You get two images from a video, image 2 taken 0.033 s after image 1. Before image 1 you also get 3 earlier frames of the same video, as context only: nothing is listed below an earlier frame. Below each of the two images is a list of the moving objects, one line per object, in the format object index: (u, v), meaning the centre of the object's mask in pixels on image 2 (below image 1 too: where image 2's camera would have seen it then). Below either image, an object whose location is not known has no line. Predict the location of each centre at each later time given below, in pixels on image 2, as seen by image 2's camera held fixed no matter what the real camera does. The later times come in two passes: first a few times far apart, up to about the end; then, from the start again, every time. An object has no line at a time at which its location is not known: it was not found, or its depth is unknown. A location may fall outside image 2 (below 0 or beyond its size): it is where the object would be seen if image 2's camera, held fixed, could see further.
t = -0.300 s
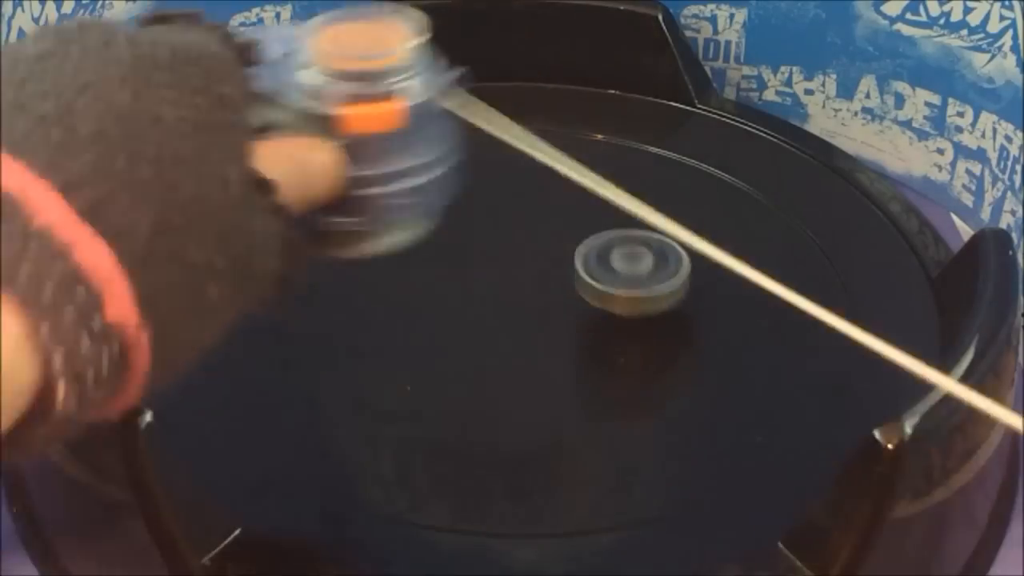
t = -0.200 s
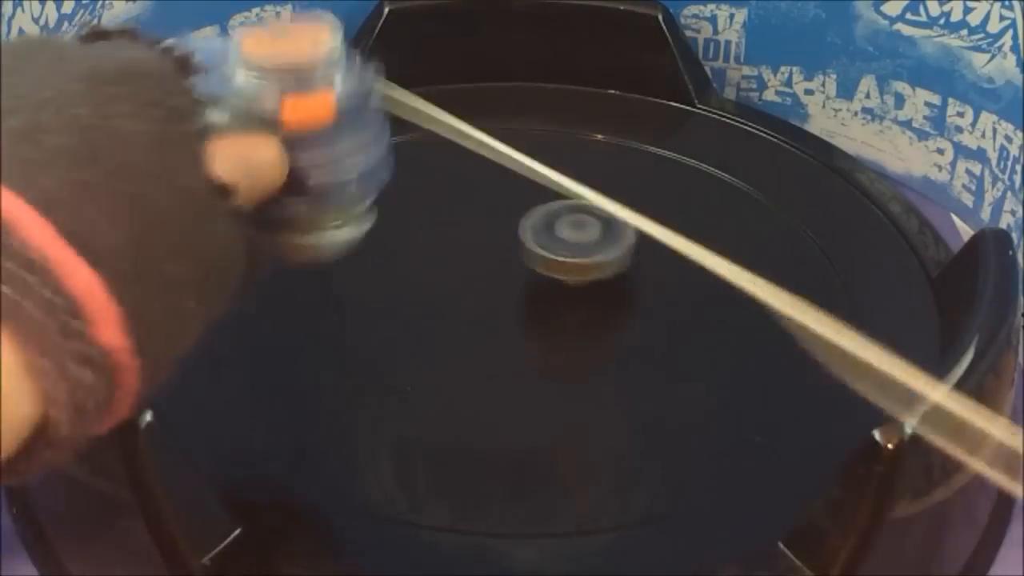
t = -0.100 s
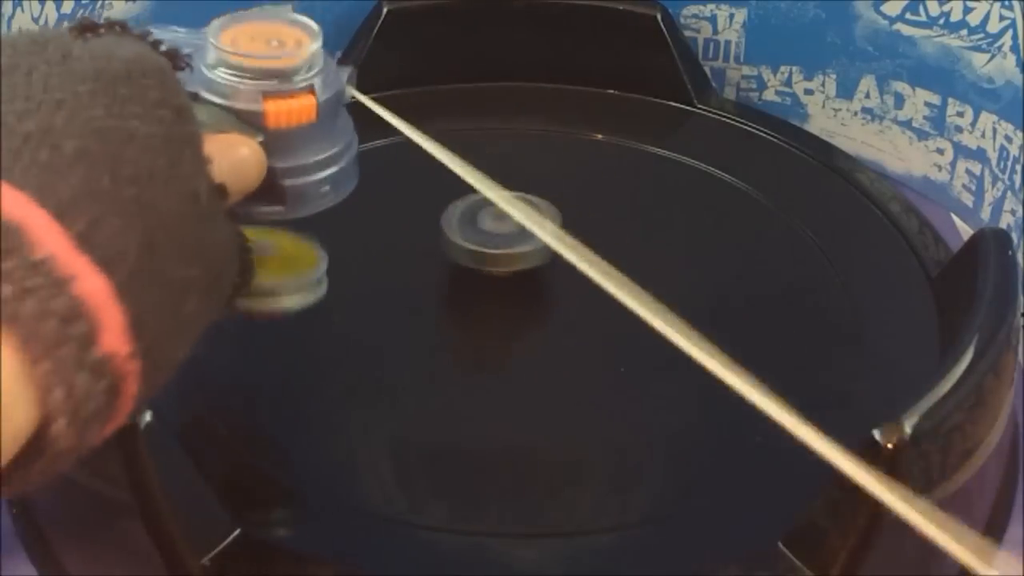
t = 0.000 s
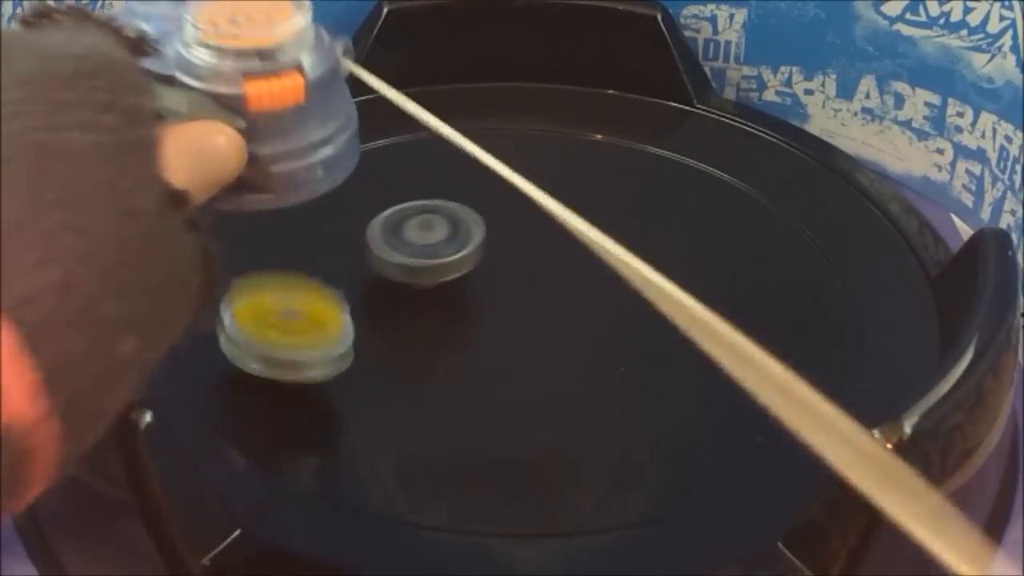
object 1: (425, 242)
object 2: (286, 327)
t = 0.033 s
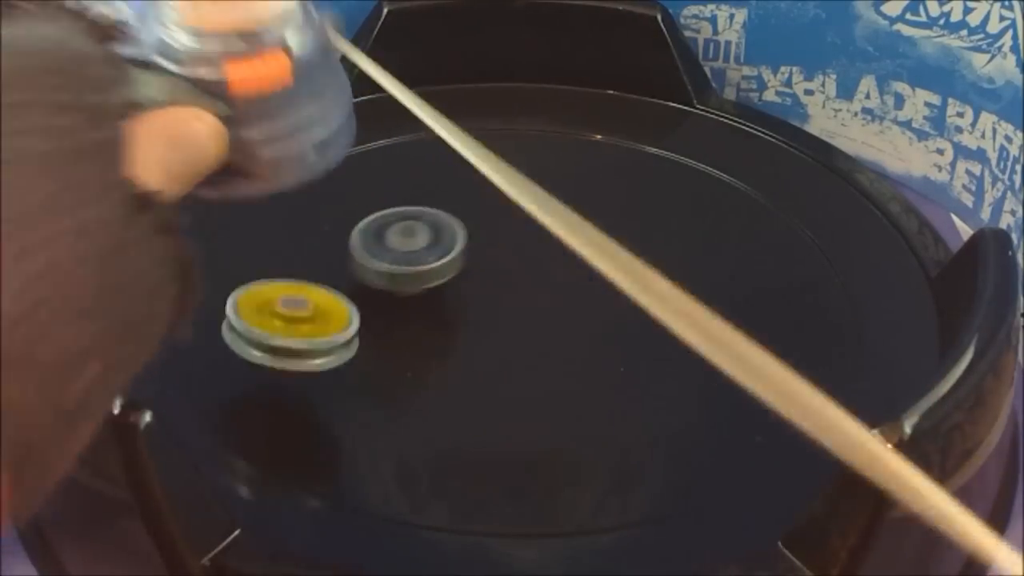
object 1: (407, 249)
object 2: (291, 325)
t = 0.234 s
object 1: (421, 317)
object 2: (343, 374)
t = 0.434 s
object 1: (596, 281)
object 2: (405, 367)
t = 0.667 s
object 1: (575, 220)
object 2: (368, 298)
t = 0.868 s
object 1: (450, 248)
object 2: (320, 291)
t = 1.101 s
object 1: (521, 312)
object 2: (342, 303)
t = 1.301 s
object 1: (630, 291)
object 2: (388, 280)
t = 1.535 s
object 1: (589, 219)
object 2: (402, 252)
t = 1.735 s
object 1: (588, 206)
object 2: (328, 253)
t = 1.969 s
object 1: (594, 230)
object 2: (389, 301)
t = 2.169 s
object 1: (592, 239)
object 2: (460, 293)
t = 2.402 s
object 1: (603, 228)
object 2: (475, 243)
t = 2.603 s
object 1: (575, 270)
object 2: (444, 268)
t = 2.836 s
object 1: (670, 325)
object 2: (517, 263)
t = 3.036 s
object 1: (688, 293)
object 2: (483, 253)
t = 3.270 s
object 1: (644, 269)
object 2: (498, 284)
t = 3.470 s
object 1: (654, 302)
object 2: (509, 308)
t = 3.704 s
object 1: (645, 302)
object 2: (505, 287)
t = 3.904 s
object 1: (645, 334)
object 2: (461, 318)
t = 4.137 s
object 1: (649, 310)
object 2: (517, 307)
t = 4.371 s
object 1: (554, 331)
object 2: (400, 303)
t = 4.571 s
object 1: (602, 372)
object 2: (419, 344)
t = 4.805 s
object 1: (642, 315)
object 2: (441, 296)
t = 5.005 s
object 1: (496, 278)
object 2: (372, 293)
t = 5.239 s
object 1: (511, 271)
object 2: (407, 362)
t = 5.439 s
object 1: (519, 247)
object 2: (506, 328)
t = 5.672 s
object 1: (475, 120)
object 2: (536, 353)
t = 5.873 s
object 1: (405, 171)
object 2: (507, 310)
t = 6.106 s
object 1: (399, 253)
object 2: (472, 349)
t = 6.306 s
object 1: (498, 260)
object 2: (565, 331)
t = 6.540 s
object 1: (519, 175)
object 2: (545, 297)
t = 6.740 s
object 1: (440, 179)
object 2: (501, 314)
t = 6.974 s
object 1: (459, 270)
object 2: (548, 336)
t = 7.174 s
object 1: (540, 253)
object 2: (628, 313)
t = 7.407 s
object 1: (511, 211)
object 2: (583, 283)
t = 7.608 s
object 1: (462, 236)
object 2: (562, 332)
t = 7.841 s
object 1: (535, 288)
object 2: (641, 347)
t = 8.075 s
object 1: (529, 246)
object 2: (637, 306)
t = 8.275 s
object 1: (492, 249)
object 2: (566, 336)
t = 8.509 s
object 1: (520, 295)
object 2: (577, 370)
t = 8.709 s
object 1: (570, 273)
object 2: (573, 357)
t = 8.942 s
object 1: (538, 261)
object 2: (482, 350)
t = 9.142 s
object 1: (525, 277)
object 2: (464, 385)
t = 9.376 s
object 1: (502, 274)
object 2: (489, 352)
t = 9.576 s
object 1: (540, 249)
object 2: (436, 350)
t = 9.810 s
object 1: (491, 263)
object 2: (426, 337)
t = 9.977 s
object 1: (534, 256)
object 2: (396, 324)
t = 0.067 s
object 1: (395, 261)
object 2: (297, 332)
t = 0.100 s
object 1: (387, 275)
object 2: (305, 358)
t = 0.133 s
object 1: (375, 292)
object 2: (313, 357)
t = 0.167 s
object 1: (390, 297)
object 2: (327, 371)
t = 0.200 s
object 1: (403, 308)
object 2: (333, 371)
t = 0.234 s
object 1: (421, 317)
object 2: (343, 374)
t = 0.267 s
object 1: (444, 322)
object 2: (358, 375)
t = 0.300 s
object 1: (476, 321)
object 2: (361, 378)
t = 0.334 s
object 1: (515, 314)
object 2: (370, 378)
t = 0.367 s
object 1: (547, 305)
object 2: (383, 377)
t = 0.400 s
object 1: (576, 293)
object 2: (396, 373)
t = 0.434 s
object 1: (596, 281)
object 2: (405, 367)
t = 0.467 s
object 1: (610, 267)
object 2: (410, 359)
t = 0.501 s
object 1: (617, 255)
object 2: (412, 349)
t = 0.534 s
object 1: (620, 244)
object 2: (409, 338)
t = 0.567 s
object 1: (617, 236)
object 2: (402, 327)
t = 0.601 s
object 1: (608, 229)
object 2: (393, 316)
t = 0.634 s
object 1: (594, 223)
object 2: (381, 306)
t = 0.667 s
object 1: (575, 220)
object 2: (368, 298)
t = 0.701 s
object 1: (555, 217)
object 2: (355, 293)
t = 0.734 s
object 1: (533, 219)
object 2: (345, 290)
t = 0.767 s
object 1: (510, 223)
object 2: (336, 289)
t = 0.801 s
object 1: (486, 229)
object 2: (328, 289)
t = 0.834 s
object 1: (466, 237)
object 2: (323, 289)
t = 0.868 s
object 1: (450, 248)
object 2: (320, 291)
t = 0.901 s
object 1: (439, 258)
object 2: (319, 292)
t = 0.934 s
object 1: (433, 270)
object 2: (319, 294)
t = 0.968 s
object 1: (442, 280)
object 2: (315, 295)
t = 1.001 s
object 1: (459, 291)
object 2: (318, 297)
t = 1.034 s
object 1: (478, 300)
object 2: (323, 300)
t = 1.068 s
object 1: (499, 307)
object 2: (332, 303)
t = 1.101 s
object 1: (521, 312)
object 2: (342, 303)
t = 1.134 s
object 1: (544, 315)
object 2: (353, 302)
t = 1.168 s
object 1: (566, 314)
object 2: (362, 300)
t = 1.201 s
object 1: (587, 312)
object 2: (371, 296)
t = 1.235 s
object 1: (604, 307)
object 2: (377, 291)
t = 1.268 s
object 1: (619, 300)
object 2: (383, 286)
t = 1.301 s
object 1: (630, 291)
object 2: (388, 280)
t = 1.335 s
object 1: (638, 282)
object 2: (391, 275)
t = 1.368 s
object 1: (641, 271)
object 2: (394, 270)
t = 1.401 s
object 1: (640, 259)
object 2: (396, 265)
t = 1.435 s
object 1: (634, 248)
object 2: (398, 262)
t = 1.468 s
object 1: (623, 237)
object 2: (399, 258)
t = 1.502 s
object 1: (608, 227)
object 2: (401, 255)
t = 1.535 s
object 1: (589, 219)
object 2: (402, 252)
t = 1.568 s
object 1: (567, 214)
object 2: (403, 250)
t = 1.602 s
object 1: (543, 212)
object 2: (404, 247)
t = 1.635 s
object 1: (519, 214)
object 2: (405, 245)
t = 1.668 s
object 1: (533, 211)
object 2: (368, 245)
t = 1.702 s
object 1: (563, 207)
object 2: (337, 248)
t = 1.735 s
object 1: (588, 206)
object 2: (328, 253)
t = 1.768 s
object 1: (605, 207)
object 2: (329, 259)
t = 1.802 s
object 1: (616, 210)
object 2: (332, 267)
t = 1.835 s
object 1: (621, 213)
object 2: (338, 275)
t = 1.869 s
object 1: (620, 217)
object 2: (346, 284)
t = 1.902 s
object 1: (614, 222)
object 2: (359, 292)
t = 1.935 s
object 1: (605, 226)
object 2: (373, 297)
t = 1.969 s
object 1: (594, 230)
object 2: (389, 301)
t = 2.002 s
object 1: (580, 233)
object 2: (408, 303)
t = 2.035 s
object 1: (568, 236)
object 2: (430, 302)
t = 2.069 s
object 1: (558, 241)
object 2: (449, 299)
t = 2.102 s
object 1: (555, 245)
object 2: (459, 296)
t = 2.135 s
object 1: (573, 242)
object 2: (452, 296)
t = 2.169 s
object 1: (592, 239)
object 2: (460, 293)
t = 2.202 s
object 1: (606, 237)
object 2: (473, 289)
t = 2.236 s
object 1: (617, 234)
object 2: (483, 283)
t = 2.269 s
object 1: (621, 232)
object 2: (490, 276)
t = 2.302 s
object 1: (621, 231)
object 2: (493, 267)
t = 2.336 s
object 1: (617, 229)
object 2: (492, 257)
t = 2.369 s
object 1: (611, 228)
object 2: (485, 248)
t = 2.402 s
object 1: (603, 228)
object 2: (475, 243)
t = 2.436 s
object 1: (596, 230)
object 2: (464, 240)
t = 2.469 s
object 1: (589, 235)
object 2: (452, 240)
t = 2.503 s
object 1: (582, 241)
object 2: (441, 244)
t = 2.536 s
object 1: (579, 249)
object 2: (436, 251)
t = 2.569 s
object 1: (576, 259)
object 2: (435, 259)
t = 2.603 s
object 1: (575, 270)
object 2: (444, 268)
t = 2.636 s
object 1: (579, 281)
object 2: (456, 275)
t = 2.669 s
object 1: (594, 293)
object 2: (466, 279)
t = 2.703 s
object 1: (610, 304)
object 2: (479, 282)
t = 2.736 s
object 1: (626, 313)
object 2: (494, 283)
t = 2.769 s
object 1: (642, 319)
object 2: (507, 279)
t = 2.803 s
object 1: (657, 323)
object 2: (515, 272)
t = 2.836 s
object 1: (670, 325)
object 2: (517, 263)
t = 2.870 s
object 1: (681, 324)
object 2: (515, 256)
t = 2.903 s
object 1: (689, 320)
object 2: (510, 251)
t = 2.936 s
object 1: (694, 315)
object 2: (503, 247)
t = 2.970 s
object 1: (695, 309)
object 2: (495, 247)
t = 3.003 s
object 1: (693, 301)
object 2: (488, 248)
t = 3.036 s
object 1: (688, 293)
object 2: (483, 253)
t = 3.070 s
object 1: (680, 285)
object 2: (480, 260)
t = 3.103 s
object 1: (668, 277)
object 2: (485, 267)
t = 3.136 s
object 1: (653, 270)
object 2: (494, 274)
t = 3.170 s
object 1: (638, 266)
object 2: (507, 278)
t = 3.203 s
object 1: (636, 265)
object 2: (506, 279)
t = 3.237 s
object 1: (642, 265)
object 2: (501, 280)
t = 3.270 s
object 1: (644, 269)
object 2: (498, 284)
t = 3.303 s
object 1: (640, 275)
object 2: (500, 289)
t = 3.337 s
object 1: (632, 283)
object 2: (506, 292)
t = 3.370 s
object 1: (636, 289)
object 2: (502, 295)
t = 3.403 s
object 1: (644, 294)
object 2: (500, 299)
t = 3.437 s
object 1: (650, 299)
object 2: (502, 304)
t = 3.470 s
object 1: (654, 302)
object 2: (509, 308)
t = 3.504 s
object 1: (656, 304)
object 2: (519, 309)
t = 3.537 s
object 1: (657, 305)
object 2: (526, 306)
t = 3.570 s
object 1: (657, 304)
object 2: (531, 301)
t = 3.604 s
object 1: (655, 303)
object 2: (530, 296)
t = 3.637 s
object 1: (653, 302)
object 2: (525, 291)
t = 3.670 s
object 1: (650, 301)
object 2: (516, 288)
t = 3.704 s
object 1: (645, 302)
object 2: (505, 287)
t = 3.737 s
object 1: (637, 305)
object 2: (495, 289)
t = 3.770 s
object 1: (627, 309)
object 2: (490, 294)
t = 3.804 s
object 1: (615, 314)
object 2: (489, 301)
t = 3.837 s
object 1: (621, 322)
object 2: (478, 305)
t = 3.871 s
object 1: (633, 329)
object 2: (466, 310)
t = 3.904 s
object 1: (645, 334)
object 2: (461, 318)
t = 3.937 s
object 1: (654, 337)
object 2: (464, 326)
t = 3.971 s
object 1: (660, 337)
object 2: (474, 331)
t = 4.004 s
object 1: (663, 334)
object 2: (487, 333)
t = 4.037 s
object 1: (665, 329)
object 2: (501, 331)
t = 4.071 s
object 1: (663, 322)
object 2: (512, 325)
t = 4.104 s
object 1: (657, 315)
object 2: (518, 317)
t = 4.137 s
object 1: (649, 310)
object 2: (517, 307)
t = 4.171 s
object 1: (637, 307)
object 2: (508, 297)
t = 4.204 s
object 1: (619, 306)
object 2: (493, 290)
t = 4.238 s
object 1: (599, 307)
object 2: (476, 287)
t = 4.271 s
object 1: (582, 310)
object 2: (456, 287)
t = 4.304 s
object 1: (574, 316)
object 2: (433, 288)
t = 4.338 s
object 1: (564, 323)
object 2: (413, 294)
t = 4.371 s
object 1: (554, 331)
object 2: (400, 303)
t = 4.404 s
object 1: (544, 339)
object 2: (396, 314)
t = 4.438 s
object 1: (536, 347)
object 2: (401, 326)
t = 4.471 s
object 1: (544, 356)
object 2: (403, 333)
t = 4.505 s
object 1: (565, 364)
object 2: (404, 337)
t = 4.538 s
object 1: (584, 369)
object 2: (409, 342)
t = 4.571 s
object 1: (602, 372)
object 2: (419, 344)
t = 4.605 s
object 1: (619, 372)
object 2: (431, 344)
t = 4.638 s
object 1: (635, 368)
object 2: (442, 340)
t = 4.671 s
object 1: (647, 361)
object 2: (451, 333)
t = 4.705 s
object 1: (656, 351)
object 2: (456, 324)
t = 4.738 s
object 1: (658, 339)
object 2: (456, 315)
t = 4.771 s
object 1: (653, 327)
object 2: (450, 305)
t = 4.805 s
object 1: (642, 315)
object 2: (441, 296)
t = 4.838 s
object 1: (624, 304)
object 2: (427, 288)
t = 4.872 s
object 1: (602, 296)
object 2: (412, 284)
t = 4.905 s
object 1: (577, 289)
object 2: (397, 282)
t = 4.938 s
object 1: (549, 283)
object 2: (385, 283)
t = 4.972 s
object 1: (521, 280)
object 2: (378, 287)
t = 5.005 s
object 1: (496, 278)
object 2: (372, 293)
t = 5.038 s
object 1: (492, 277)
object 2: (355, 300)
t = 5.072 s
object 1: (490, 277)
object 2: (350, 312)
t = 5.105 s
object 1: (486, 279)
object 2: (356, 325)
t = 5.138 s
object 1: (481, 283)
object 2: (371, 334)
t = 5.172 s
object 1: (478, 286)
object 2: (389, 341)
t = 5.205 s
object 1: (493, 279)
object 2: (391, 353)
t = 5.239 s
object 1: (511, 271)
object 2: (407, 362)
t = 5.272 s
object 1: (523, 265)
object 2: (429, 368)
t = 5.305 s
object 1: (532, 260)
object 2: (454, 369)
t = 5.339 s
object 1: (535, 256)
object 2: (476, 363)
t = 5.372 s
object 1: (534, 253)
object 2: (493, 354)
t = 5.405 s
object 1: (528, 250)
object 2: (502, 341)
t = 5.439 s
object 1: (519, 247)
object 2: (506, 328)
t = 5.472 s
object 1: (513, 228)
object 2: (496, 336)
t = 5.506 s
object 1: (510, 194)
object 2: (492, 346)
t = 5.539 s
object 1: (505, 167)
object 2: (497, 352)
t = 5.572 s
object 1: (499, 146)
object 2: (506, 356)
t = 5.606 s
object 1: (492, 131)
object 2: (517, 358)
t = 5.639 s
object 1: (484, 122)
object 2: (527, 357)
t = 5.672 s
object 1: (475, 120)
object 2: (536, 353)
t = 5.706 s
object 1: (464, 121)
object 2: (542, 347)
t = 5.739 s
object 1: (452, 125)
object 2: (544, 340)
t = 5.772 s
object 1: (439, 133)
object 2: (541, 331)
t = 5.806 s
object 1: (427, 143)
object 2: (534, 323)
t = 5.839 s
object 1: (416, 157)
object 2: (522, 315)
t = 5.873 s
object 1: (405, 171)
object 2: (507, 310)
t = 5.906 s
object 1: (396, 188)
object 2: (491, 308)
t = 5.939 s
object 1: (390, 207)
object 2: (475, 307)
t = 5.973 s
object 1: (388, 224)
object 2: (460, 309)
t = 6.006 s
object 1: (387, 238)
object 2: (448, 315)
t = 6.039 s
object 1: (387, 242)
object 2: (448, 330)
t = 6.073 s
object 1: (391, 246)
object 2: (457, 341)
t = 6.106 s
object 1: (399, 253)
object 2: (472, 349)
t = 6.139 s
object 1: (411, 261)
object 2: (490, 354)
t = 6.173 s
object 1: (426, 267)
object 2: (509, 355)
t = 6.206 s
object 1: (445, 271)
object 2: (528, 352)
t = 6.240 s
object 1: (464, 271)
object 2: (544, 346)
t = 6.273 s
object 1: (483, 269)
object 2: (556, 338)
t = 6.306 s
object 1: (498, 260)
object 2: (565, 331)
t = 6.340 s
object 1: (511, 250)
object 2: (570, 323)
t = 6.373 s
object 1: (522, 239)
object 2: (571, 314)
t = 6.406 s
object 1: (531, 227)
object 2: (570, 309)
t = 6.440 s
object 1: (534, 211)
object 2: (567, 305)
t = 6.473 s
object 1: (532, 196)
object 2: (562, 301)
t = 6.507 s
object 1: (527, 184)
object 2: (554, 299)
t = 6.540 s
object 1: (519, 175)
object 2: (545, 297)
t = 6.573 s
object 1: (509, 169)
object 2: (537, 297)
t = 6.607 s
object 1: (496, 166)
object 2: (527, 298)
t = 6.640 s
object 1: (482, 165)
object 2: (517, 300)
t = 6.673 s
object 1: (468, 167)
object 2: (508, 303)
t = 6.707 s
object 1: (453, 171)
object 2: (503, 308)
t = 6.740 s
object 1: (440, 179)
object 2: (501, 314)
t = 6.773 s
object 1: (428, 190)
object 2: (500, 319)
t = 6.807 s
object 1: (422, 205)
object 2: (503, 324)
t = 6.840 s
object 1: (421, 221)
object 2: (508, 328)
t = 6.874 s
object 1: (426, 239)
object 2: (515, 330)
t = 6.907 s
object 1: (437, 255)
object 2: (522, 331)
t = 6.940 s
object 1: (449, 267)
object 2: (533, 333)
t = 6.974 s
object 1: (459, 270)
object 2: (548, 336)
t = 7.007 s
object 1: (473, 273)
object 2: (564, 335)
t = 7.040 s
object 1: (488, 273)
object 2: (581, 334)
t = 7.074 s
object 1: (500, 269)
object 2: (598, 332)
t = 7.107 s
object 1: (514, 264)
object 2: (612, 327)
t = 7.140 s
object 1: (528, 259)
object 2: (623, 321)
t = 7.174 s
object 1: (540, 253)
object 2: (628, 313)
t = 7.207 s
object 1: (549, 245)
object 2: (630, 305)
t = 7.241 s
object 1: (552, 235)
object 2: (630, 300)
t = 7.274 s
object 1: (551, 226)
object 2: (626, 294)
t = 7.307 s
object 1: (546, 219)
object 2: (620, 290)
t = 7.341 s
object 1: (537, 213)
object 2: (610, 286)
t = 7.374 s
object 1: (525, 210)
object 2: (597, 283)
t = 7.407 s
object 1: (511, 211)
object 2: (583, 283)
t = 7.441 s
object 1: (497, 216)
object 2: (569, 285)
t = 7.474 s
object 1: (486, 222)
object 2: (556, 290)
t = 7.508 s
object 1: (473, 222)
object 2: (550, 303)
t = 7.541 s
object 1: (465, 222)
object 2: (550, 314)
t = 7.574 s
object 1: (463, 227)
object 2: (554, 324)
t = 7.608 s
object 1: (462, 236)
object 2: (562, 332)
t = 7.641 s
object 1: (463, 247)
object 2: (571, 339)
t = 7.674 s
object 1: (467, 259)
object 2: (583, 345)
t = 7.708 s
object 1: (477, 270)
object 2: (595, 348)
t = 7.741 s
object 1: (491, 280)
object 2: (606, 349)
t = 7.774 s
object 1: (508, 288)
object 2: (616, 348)
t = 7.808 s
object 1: (526, 292)
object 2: (624, 346)
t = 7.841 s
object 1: (535, 288)
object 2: (641, 347)
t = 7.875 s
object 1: (541, 279)
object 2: (654, 343)
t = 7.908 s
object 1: (549, 271)
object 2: (664, 337)
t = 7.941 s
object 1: (553, 263)
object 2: (668, 329)
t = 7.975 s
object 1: (552, 256)
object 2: (668, 322)
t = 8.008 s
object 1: (547, 251)
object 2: (663, 315)
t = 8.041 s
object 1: (538, 248)
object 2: (652, 309)
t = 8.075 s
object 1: (529, 246)
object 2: (637, 306)
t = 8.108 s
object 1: (522, 247)
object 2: (621, 305)
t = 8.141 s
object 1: (515, 248)
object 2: (603, 306)
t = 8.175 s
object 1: (508, 247)
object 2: (589, 312)
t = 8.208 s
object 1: (499, 244)
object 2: (579, 320)
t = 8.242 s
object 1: (494, 244)
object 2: (571, 327)
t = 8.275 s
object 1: (492, 249)
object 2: (566, 336)
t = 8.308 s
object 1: (488, 257)
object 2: (563, 344)
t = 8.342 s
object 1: (483, 266)
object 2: (562, 351)
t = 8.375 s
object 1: (482, 276)
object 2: (562, 357)
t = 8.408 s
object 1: (486, 283)
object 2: (565, 363)
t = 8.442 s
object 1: (495, 288)
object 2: (569, 366)
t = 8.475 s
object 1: (507, 292)
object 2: (573, 369)
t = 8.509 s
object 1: (520, 295)
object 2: (577, 370)
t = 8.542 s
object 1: (532, 295)
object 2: (580, 370)
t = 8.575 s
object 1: (544, 293)
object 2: (583, 370)
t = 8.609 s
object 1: (557, 289)
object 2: (584, 367)
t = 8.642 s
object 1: (568, 284)
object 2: (583, 364)
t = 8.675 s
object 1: (572, 278)
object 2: (579, 361)
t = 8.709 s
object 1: (570, 273)
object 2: (573, 357)
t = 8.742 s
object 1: (563, 268)
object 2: (564, 353)
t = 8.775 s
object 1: (554, 264)
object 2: (553, 349)
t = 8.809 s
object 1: (546, 262)
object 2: (540, 346)
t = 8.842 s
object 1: (540, 262)
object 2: (528, 343)
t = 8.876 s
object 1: (536, 263)
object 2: (514, 342)
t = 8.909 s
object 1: (534, 265)
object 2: (498, 344)
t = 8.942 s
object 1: (538, 261)
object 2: (482, 350)
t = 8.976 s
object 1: (541, 258)
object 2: (469, 357)
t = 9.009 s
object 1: (543, 258)
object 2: (461, 364)
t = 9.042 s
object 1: (542, 262)
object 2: (456, 370)
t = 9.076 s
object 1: (538, 267)
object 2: (455, 376)
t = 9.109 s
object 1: (532, 272)
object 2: (458, 381)
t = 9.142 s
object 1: (525, 277)
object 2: (464, 385)
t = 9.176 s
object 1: (517, 281)
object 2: (473, 387)
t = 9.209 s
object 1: (509, 284)
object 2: (483, 386)
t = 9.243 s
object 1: (502, 285)
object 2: (491, 382)
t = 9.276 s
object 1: (498, 284)
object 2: (497, 376)
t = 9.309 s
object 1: (496, 281)
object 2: (499, 368)
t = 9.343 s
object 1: (497, 277)
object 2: (496, 360)
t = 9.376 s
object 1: (502, 274)
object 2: (489, 352)
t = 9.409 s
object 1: (511, 264)
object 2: (477, 352)
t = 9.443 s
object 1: (519, 253)
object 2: (467, 351)
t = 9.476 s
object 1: (527, 246)
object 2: (458, 351)
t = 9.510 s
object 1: (535, 243)
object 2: (450, 350)
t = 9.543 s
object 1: (539, 245)
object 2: (442, 350)
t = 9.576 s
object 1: (540, 249)
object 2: (436, 350)
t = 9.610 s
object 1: (535, 253)
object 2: (431, 349)
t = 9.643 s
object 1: (527, 257)
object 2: (428, 349)
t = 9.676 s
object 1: (517, 258)
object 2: (426, 349)
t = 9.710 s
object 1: (506, 259)
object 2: (425, 347)
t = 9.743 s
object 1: (497, 261)
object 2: (425, 344)
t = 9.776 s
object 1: (492, 263)
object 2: (426, 341)
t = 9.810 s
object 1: (491, 263)
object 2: (426, 337)
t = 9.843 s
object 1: (492, 264)
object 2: (425, 333)
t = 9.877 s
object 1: (496, 264)
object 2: (423, 327)
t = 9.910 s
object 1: (504, 265)
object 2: (417, 323)
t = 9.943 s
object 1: (519, 260)
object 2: (405, 323)
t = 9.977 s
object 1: (534, 256)
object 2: (396, 324)
